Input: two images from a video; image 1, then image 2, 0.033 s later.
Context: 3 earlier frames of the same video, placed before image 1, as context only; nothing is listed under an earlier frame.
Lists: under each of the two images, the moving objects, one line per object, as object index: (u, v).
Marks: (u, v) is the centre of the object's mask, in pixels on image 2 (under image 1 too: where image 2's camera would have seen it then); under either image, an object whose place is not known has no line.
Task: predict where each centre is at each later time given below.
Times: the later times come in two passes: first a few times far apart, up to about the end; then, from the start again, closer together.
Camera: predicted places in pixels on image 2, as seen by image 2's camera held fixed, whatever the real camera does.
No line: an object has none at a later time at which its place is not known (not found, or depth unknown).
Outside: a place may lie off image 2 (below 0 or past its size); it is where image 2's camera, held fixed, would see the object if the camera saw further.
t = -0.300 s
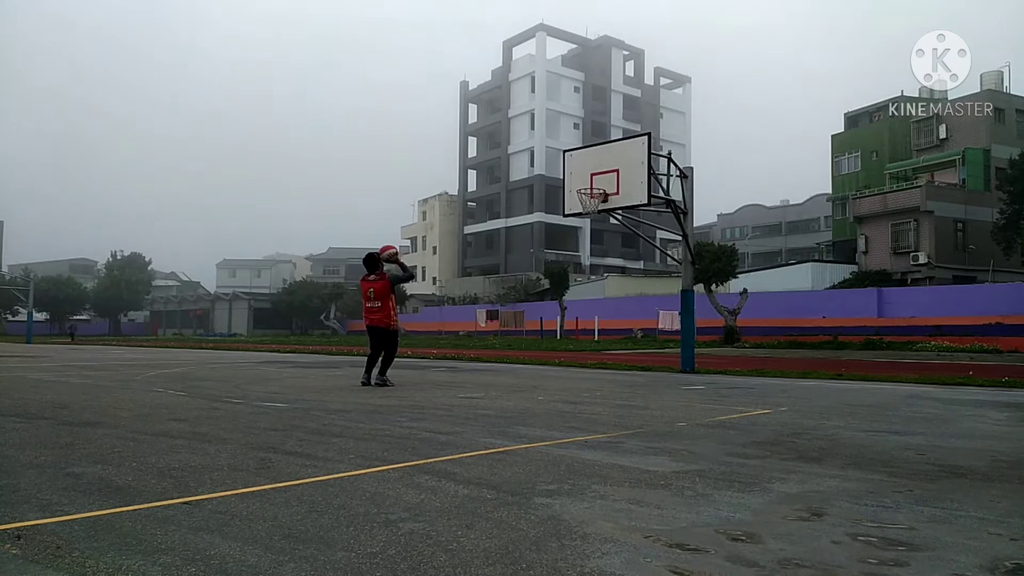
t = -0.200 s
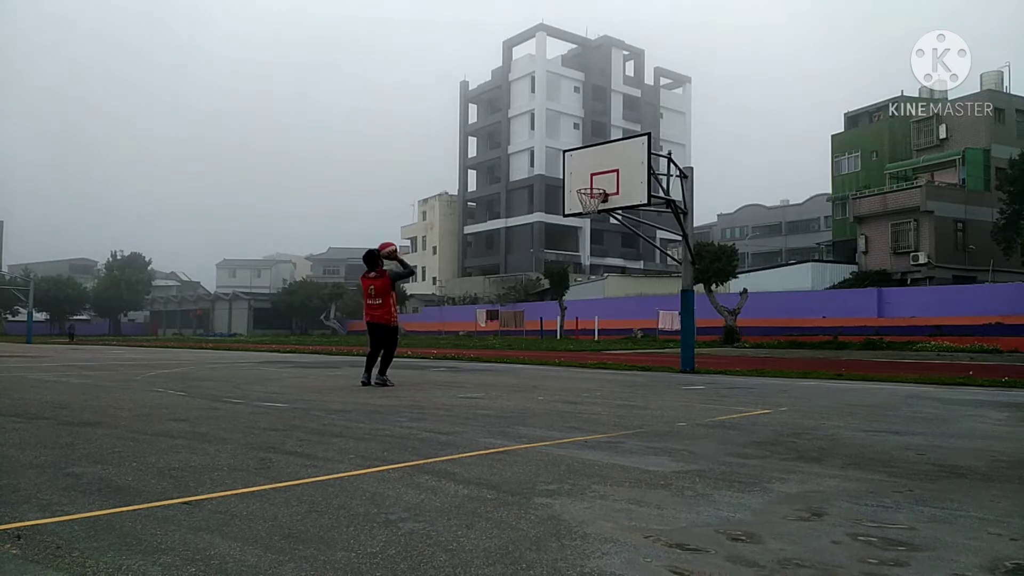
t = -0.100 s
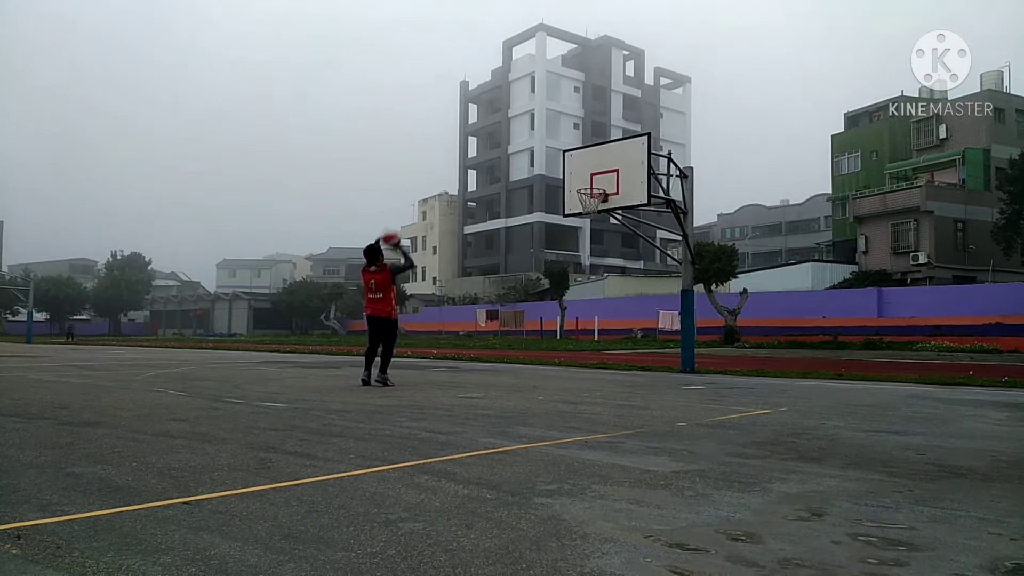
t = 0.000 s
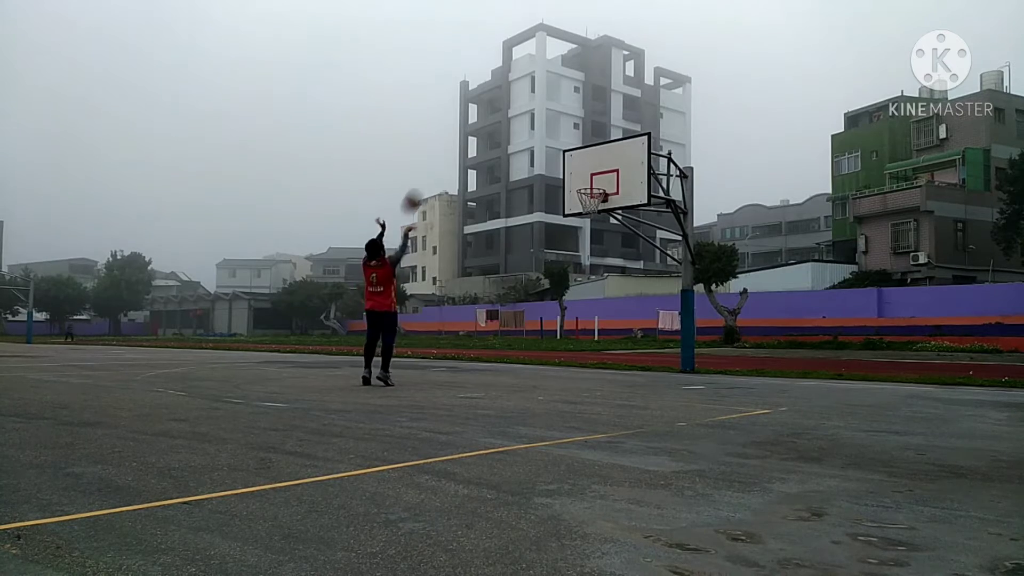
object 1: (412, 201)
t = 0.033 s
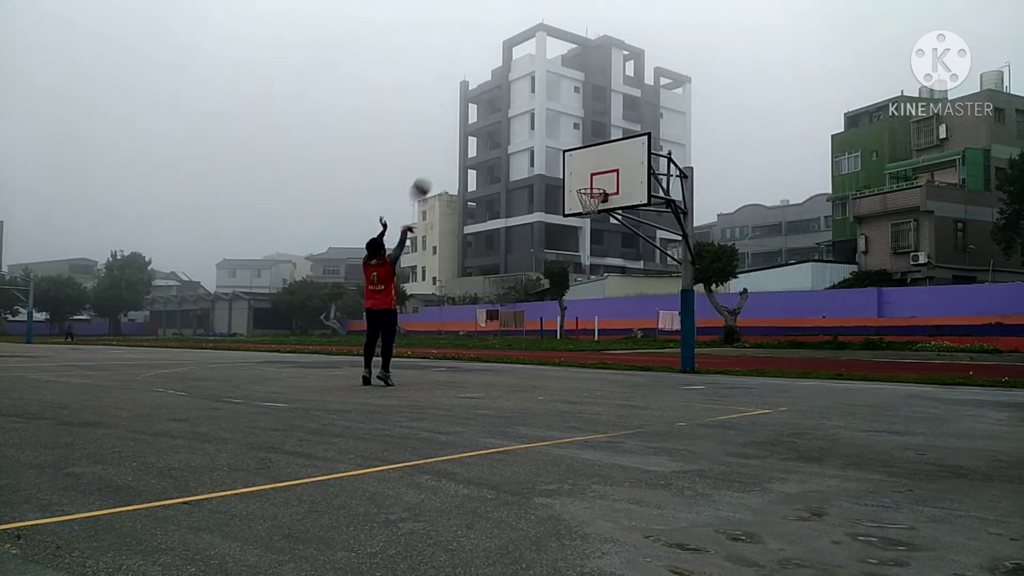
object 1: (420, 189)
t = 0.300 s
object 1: (481, 127)
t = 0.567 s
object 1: (533, 117)
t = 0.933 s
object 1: (590, 176)
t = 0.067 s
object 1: (428, 178)
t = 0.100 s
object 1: (437, 167)
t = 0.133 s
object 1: (444, 159)
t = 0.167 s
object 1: (452, 149)
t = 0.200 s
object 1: (461, 142)
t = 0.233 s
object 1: (467, 136)
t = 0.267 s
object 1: (474, 130)
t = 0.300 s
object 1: (481, 127)
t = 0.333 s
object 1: (489, 122)
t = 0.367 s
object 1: (495, 118)
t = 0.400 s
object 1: (502, 116)
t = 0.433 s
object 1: (508, 115)
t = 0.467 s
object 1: (515, 116)
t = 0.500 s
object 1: (521, 115)
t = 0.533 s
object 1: (528, 115)
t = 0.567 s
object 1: (533, 117)
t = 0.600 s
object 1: (538, 120)
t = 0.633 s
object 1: (545, 123)
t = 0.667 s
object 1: (551, 126)
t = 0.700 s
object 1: (556, 130)
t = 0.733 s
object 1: (560, 135)
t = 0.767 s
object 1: (566, 141)
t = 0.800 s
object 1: (571, 148)
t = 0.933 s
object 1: (590, 176)
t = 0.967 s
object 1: (596, 185)
